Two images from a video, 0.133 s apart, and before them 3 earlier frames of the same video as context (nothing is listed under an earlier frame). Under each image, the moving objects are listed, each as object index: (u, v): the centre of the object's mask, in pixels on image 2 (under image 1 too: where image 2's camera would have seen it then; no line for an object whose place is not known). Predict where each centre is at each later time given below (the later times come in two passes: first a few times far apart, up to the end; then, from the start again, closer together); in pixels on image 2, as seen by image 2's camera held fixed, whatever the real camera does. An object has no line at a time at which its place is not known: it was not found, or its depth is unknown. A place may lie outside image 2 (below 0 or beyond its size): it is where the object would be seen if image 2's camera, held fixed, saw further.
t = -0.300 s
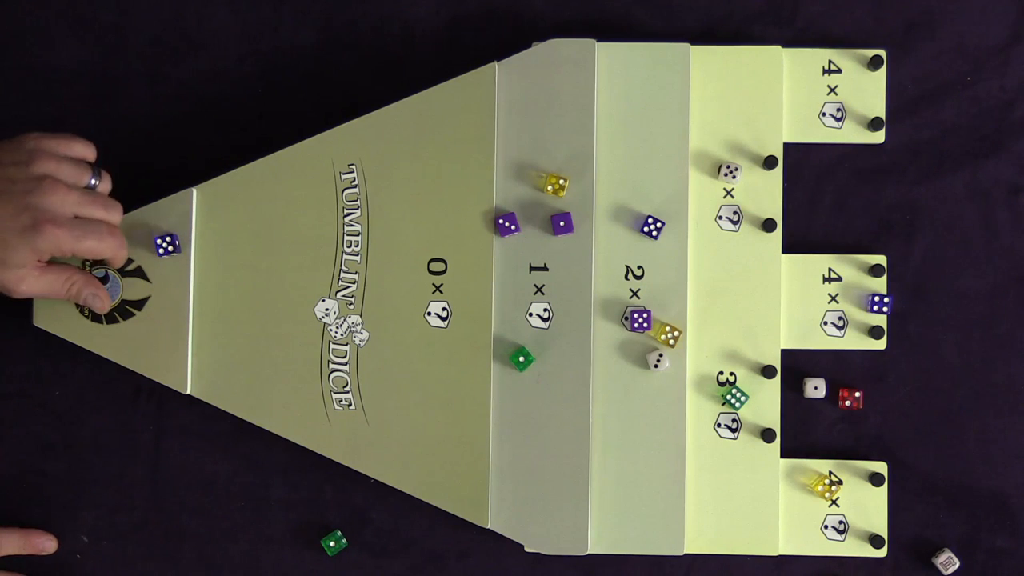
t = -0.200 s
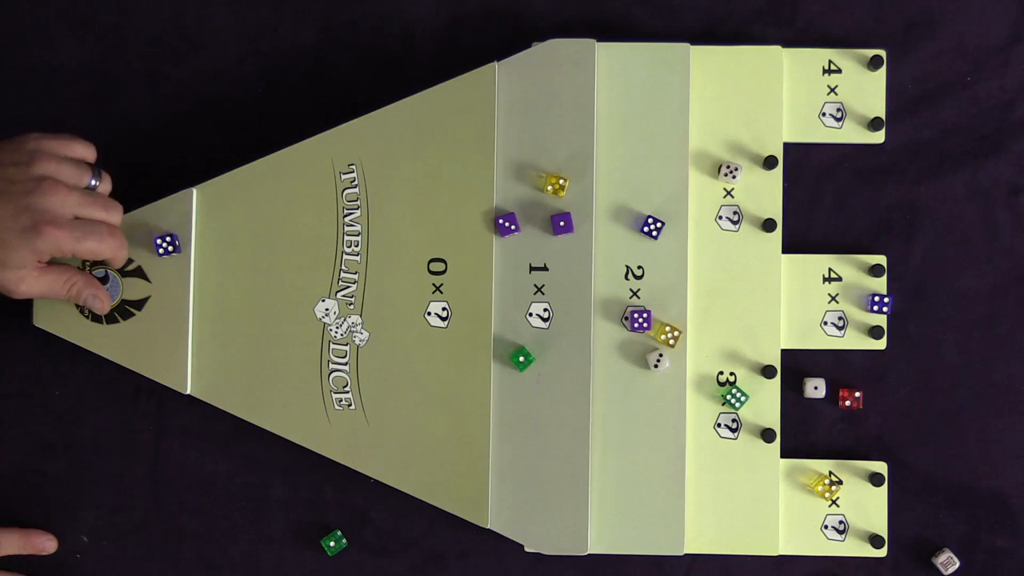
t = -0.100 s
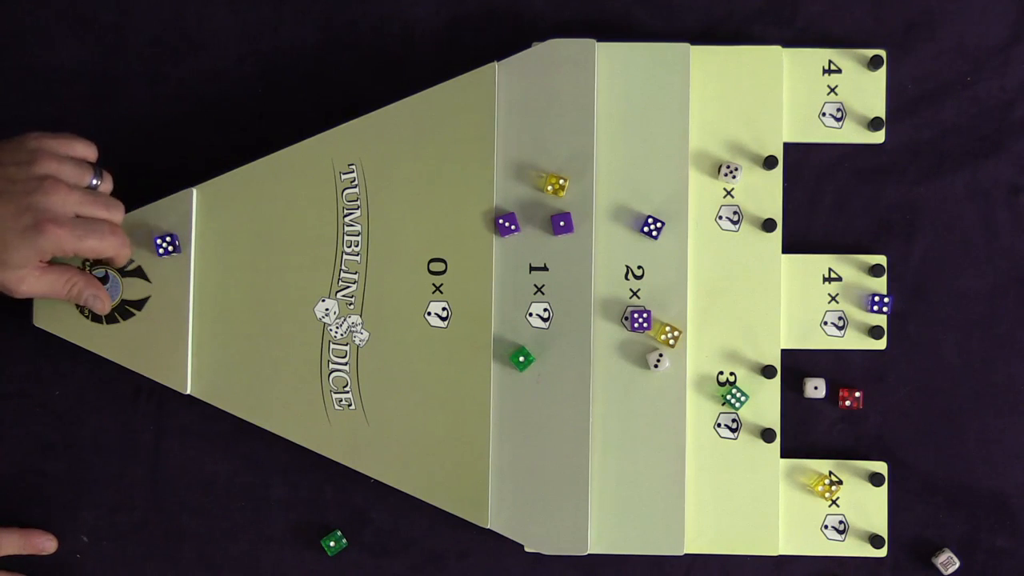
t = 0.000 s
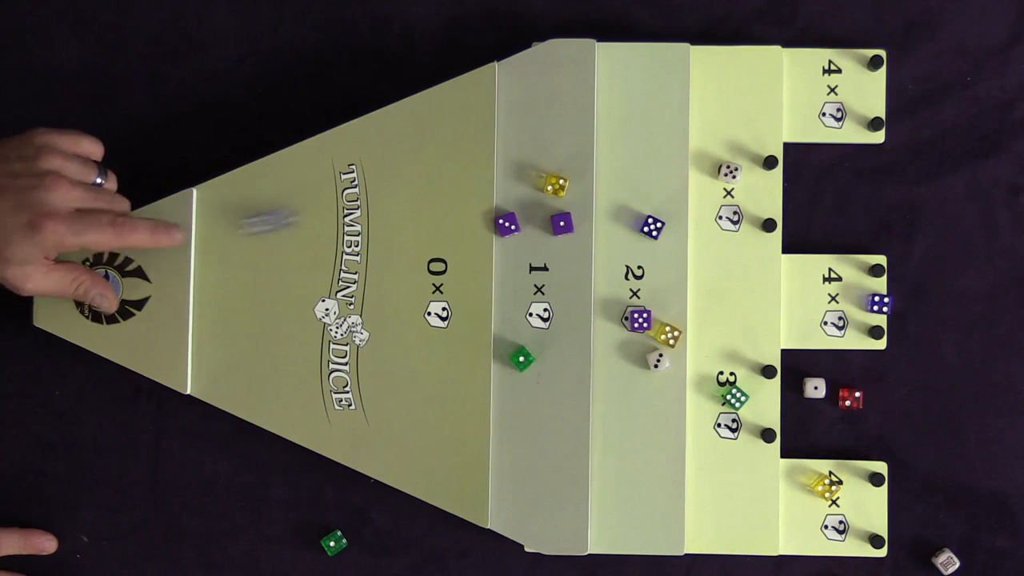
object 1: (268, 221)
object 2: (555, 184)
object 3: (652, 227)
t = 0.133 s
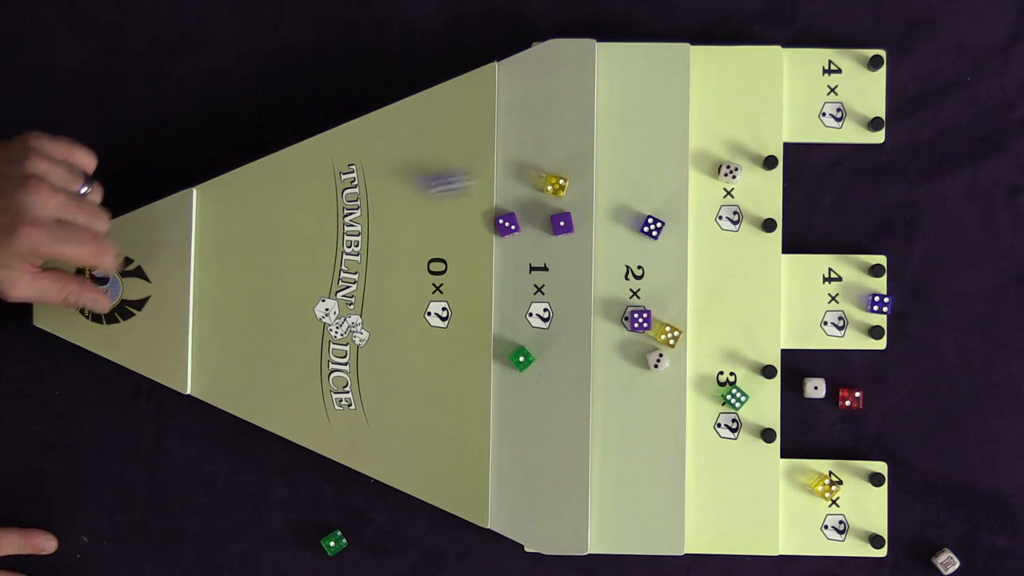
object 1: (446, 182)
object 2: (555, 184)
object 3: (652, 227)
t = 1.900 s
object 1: (717, 79)
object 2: (634, 229)
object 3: (674, 235)
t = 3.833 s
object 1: (717, 79)
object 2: (634, 229)
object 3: (674, 235)
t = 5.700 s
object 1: (717, 79)
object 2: (634, 229)
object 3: (674, 235)
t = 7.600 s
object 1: (717, 79)
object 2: (634, 229)
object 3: (674, 235)
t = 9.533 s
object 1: (717, 79)
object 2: (634, 229)
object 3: (674, 235)
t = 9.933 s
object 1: (717, 79)
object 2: (634, 229)
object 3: (674, 235)
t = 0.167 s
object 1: (489, 175)
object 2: (555, 184)
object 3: (652, 227)
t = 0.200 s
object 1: (523, 170)
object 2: (555, 184)
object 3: (652, 227)
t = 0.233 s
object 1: (551, 160)
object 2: (562, 187)
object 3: (652, 227)
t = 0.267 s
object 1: (567, 146)
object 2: (579, 193)
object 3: (652, 227)
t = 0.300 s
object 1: (581, 133)
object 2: (597, 199)
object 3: (652, 227)
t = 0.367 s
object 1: (609, 112)
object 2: (617, 208)
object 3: (652, 227)
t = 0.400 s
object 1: (624, 101)
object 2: (622, 209)
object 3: (655, 229)
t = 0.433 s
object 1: (638, 91)
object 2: (636, 216)
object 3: (659, 232)
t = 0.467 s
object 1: (648, 83)
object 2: (636, 220)
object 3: (668, 234)
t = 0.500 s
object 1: (660, 74)
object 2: (634, 222)
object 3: (671, 235)
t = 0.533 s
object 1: (672, 68)
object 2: (634, 226)
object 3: (673, 235)
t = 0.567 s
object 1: (680, 63)
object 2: (632, 228)
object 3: (674, 235)
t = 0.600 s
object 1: (687, 59)
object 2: (633, 229)
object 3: (674, 235)
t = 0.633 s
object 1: (692, 58)
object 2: (634, 229)
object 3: (674, 235)
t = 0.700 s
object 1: (701, 59)
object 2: (634, 229)
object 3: (674, 235)
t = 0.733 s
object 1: (706, 61)
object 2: (634, 229)
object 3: (674, 235)
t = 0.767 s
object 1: (712, 62)
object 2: (634, 229)
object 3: (674, 235)
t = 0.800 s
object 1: (717, 66)
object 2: (634, 229)
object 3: (674, 235)
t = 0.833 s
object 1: (719, 69)
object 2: (634, 229)
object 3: (674, 235)
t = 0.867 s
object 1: (719, 71)
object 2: (634, 229)
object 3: (674, 235)
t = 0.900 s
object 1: (718, 73)
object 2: (634, 229)
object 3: (674, 235)
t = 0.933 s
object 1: (717, 75)
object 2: (634, 229)
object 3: (674, 235)
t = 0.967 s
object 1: (717, 77)
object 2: (634, 229)
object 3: (674, 235)
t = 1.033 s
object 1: (717, 79)
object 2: (634, 229)
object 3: (674, 235)
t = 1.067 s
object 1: (717, 79)
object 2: (634, 229)
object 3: (674, 235)
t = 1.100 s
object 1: (717, 79)
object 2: (634, 229)
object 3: (674, 235)
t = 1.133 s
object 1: (717, 79)
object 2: (634, 229)
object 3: (674, 235)
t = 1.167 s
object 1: (717, 79)
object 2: (634, 229)
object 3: (674, 235)
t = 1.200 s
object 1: (717, 79)
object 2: (634, 229)
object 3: (674, 235)
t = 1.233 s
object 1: (717, 79)
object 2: (634, 229)
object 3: (674, 235)
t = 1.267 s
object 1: (717, 79)
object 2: (634, 229)
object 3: (674, 235)
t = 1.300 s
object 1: (717, 79)
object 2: (634, 229)
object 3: (674, 235)
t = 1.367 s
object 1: (717, 79)
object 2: (634, 229)
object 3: (674, 235)
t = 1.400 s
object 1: (717, 79)
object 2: (634, 229)
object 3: (674, 235)
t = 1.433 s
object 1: (717, 79)
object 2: (634, 229)
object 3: (674, 235)
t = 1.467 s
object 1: (717, 79)
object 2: (634, 229)
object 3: (674, 235)
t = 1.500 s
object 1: (717, 79)
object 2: (634, 229)
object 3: (674, 235)
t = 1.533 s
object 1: (717, 79)
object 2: (634, 229)
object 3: (674, 235)
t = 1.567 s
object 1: (717, 79)
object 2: (634, 229)
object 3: (674, 235)
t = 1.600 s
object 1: (717, 79)
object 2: (634, 229)
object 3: (674, 235)
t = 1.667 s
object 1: (717, 79)
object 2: (634, 229)
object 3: (674, 235)
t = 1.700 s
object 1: (717, 79)
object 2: (634, 229)
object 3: (674, 235)
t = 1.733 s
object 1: (717, 79)
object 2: (634, 229)
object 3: (674, 235)
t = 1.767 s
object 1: (717, 79)
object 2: (634, 229)
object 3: (674, 235)
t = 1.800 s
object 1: (717, 79)
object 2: (634, 229)
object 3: (674, 235)
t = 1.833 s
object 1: (717, 79)
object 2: (634, 229)
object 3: (674, 235)
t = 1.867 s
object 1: (717, 79)
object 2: (634, 229)
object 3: (674, 235)
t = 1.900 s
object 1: (717, 79)
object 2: (634, 229)
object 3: (674, 235)
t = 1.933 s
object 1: (717, 79)
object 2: (634, 229)
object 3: (675, 235)
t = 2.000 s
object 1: (717, 79)
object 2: (634, 229)
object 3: (674, 235)
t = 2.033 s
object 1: (717, 79)
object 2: (634, 229)
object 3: (674, 235)
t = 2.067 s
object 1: (717, 79)
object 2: (634, 229)
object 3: (674, 235)
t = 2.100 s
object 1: (717, 79)
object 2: (634, 229)
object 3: (674, 235)
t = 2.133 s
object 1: (717, 79)
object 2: (634, 229)
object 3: (674, 235)
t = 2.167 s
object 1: (717, 79)
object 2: (634, 229)
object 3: (674, 235)
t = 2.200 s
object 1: (717, 79)
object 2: (634, 229)
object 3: (674, 235)
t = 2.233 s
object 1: (717, 79)
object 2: (634, 229)
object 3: (674, 235)
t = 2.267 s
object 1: (717, 79)
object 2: (634, 229)
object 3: (674, 235)
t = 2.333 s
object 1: (717, 79)
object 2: (634, 229)
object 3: (674, 235)
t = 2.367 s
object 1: (717, 79)
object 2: (634, 229)
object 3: (674, 235)
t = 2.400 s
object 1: (717, 79)
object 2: (634, 229)
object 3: (674, 235)
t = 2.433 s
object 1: (717, 79)
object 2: (634, 229)
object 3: (674, 235)
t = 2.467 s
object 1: (717, 79)
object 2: (634, 229)
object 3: (674, 235)
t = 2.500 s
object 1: (717, 79)
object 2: (634, 229)
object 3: (674, 235)
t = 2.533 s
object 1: (717, 79)
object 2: (634, 229)
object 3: (674, 235)
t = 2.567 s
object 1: (717, 79)
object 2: (634, 229)
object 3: (674, 235)
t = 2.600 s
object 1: (717, 79)
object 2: (634, 229)
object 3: (674, 235)
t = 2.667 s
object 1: (717, 79)
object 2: (634, 229)
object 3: (674, 235)
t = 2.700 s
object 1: (717, 79)
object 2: (634, 229)
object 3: (674, 235)
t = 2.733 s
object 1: (717, 79)
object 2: (634, 229)
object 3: (674, 235)
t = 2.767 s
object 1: (717, 79)
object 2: (634, 229)
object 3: (674, 235)
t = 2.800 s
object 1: (717, 79)
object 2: (634, 229)
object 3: (674, 235)
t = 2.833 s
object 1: (717, 79)
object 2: (634, 229)
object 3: (674, 235)
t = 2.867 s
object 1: (717, 79)
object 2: (634, 229)
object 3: (674, 235)
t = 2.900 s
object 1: (717, 79)
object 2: (634, 229)
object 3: (674, 235)
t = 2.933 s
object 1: (717, 79)
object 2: (634, 229)
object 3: (674, 235)
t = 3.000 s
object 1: (717, 79)
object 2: (634, 229)
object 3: (674, 235)
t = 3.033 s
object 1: (717, 79)
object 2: (634, 229)
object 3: (674, 235)
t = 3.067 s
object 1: (717, 79)
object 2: (634, 229)
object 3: (674, 235)
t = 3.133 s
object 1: (717, 79)
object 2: (634, 229)
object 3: (674, 235)
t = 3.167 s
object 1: (717, 79)
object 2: (634, 229)
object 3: (674, 235)
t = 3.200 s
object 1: (717, 79)
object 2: (634, 229)
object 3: (674, 235)
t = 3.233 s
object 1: (717, 79)
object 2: (634, 229)
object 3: (674, 235)
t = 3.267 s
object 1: (717, 79)
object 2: (634, 229)
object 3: (674, 235)
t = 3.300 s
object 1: (717, 79)
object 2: (634, 229)
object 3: (674, 235)
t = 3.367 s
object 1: (717, 79)
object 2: (634, 229)
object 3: (674, 235)
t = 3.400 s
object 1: (717, 79)
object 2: (634, 229)
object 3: (674, 235)
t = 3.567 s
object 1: (717, 79)
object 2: (634, 229)
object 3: (674, 235)
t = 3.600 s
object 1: (717, 79)
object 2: (634, 229)
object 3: (674, 235)
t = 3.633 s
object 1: (717, 79)
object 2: (634, 229)
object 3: (674, 235)
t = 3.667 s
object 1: (717, 79)
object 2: (634, 229)
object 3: (674, 235)
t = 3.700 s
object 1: (717, 79)
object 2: (634, 229)
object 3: (675, 235)
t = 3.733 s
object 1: (717, 79)
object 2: (634, 229)
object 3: (674, 235)
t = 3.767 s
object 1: (717, 79)
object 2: (634, 229)
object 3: (674, 235)
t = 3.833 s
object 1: (717, 79)
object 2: (634, 229)
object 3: (674, 235)
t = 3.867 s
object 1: (717, 79)
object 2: (634, 229)
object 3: (674, 235)
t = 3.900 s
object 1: (717, 79)
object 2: (634, 229)
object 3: (674, 235)
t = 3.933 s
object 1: (717, 79)
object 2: (634, 229)
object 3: (674, 235)
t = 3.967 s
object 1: (717, 79)
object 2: (634, 229)
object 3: (674, 235)
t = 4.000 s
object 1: (717, 79)
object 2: (634, 229)
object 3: (674, 235)
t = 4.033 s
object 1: (717, 79)
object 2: (634, 229)
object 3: (674, 235)
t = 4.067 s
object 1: (717, 79)
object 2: (634, 229)
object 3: (674, 235)
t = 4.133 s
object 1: (717, 79)
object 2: (634, 229)
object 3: (674, 235)
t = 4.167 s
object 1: (717, 79)
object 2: (634, 229)
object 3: (674, 235)
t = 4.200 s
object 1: (717, 79)
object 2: (634, 229)
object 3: (674, 235)
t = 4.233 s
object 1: (717, 79)
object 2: (634, 229)
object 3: (674, 235)
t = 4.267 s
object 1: (717, 79)
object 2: (634, 229)
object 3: (674, 235)
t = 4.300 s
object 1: (717, 79)
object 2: (634, 229)
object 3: (674, 235)
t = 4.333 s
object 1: (717, 79)
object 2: (634, 229)
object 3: (674, 235)
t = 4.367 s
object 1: (717, 79)
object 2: (634, 229)
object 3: (674, 235)
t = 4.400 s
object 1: (717, 79)
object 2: (634, 229)
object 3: (674, 235)
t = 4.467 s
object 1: (717, 79)
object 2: (634, 229)
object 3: (674, 235)
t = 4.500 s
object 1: (717, 79)
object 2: (634, 229)
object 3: (674, 235)
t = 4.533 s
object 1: (717, 79)
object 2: (634, 229)
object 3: (674, 235)
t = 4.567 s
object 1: (717, 79)
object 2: (634, 229)
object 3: (674, 235)
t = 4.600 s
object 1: (717, 79)
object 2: (634, 229)
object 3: (674, 235)
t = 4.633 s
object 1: (717, 79)
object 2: (634, 229)
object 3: (674, 235)
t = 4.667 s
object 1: (717, 79)
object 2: (634, 229)
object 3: (674, 235)
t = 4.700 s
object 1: (717, 79)
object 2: (634, 229)
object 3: (674, 235)
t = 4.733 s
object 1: (717, 79)
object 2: (634, 229)
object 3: (674, 235)
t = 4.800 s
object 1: (717, 79)
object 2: (634, 229)
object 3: (674, 235)
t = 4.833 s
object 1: (717, 79)
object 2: (634, 229)
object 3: (674, 235)
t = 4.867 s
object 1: (717, 79)
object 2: (634, 229)
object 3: (674, 235)
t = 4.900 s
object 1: (717, 79)
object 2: (634, 229)
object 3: (674, 235)
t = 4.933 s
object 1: (717, 79)
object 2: (634, 229)
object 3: (674, 235)
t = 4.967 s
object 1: (717, 79)
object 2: (634, 229)
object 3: (674, 235)
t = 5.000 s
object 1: (717, 79)
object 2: (634, 229)
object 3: (674, 235)
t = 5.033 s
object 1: (717, 79)
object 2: (634, 229)
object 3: (674, 235)
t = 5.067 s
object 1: (717, 79)
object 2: (634, 229)
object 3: (674, 235)
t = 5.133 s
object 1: (717, 79)
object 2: (634, 229)
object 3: (674, 235)
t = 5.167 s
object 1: (717, 79)
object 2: (634, 229)
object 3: (674, 235)
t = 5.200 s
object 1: (717, 79)
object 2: (634, 229)
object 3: (674, 235)
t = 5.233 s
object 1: (717, 79)
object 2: (634, 229)
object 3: (674, 235)
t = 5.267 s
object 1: (717, 79)
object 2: (634, 229)
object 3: (674, 235)
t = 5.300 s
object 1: (717, 79)
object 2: (634, 229)
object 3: (674, 235)
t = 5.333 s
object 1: (717, 79)
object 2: (634, 229)
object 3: (674, 235)
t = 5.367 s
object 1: (717, 79)
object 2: (634, 229)
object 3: (674, 235)
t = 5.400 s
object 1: (717, 79)
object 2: (634, 229)
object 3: (674, 235)
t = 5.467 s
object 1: (717, 79)
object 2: (634, 229)
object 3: (674, 235)
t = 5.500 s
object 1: (717, 79)
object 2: (634, 229)
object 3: (674, 235)
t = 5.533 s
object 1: (717, 79)
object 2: (634, 229)
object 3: (674, 235)
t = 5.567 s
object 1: (717, 79)
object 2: (634, 229)
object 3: (674, 235)
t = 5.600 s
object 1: (717, 79)
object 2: (634, 229)
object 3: (674, 235)
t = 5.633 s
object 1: (717, 79)
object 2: (634, 229)
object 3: (674, 235)
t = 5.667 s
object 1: (717, 79)
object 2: (634, 229)
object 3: (674, 235)
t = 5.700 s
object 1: (717, 79)
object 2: (634, 229)
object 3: (674, 235)
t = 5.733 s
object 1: (717, 79)
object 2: (634, 229)
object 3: (674, 235)
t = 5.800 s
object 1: (717, 79)
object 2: (634, 229)
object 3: (674, 235)
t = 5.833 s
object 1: (717, 79)
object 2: (634, 229)
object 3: (674, 235)
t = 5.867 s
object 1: (717, 79)
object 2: (634, 229)
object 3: (674, 235)
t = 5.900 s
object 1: (717, 79)
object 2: (634, 229)
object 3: (674, 235)
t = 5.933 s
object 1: (717, 79)
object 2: (634, 229)
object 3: (674, 235)
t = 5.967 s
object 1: (717, 79)
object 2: (634, 229)
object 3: (674, 235)
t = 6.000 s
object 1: (717, 79)
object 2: (634, 229)
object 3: (674, 235)
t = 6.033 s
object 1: (717, 79)
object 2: (634, 229)
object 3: (674, 235)
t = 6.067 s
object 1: (717, 79)
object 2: (634, 229)
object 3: (674, 235)
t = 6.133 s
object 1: (717, 79)
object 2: (634, 229)
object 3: (674, 235)
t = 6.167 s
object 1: (717, 79)
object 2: (634, 229)
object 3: (674, 235)
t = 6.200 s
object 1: (717, 79)
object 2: (634, 229)
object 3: (674, 235)
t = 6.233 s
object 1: (717, 79)
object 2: (634, 229)
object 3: (674, 235)
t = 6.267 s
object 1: (717, 79)
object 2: (634, 229)
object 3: (674, 235)
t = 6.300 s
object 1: (717, 79)
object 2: (634, 229)
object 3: (674, 235)
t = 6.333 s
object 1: (717, 79)
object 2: (634, 229)
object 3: (674, 235)
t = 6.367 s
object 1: (717, 79)
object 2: (634, 229)
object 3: (674, 235)
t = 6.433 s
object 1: (717, 79)
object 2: (634, 229)
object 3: (674, 235)
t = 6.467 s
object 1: (717, 79)
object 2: (634, 229)
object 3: (674, 235)
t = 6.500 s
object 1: (717, 79)
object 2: (634, 229)
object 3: (674, 235)
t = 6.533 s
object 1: (717, 79)
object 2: (634, 229)
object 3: (674, 235)
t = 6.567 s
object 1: (717, 79)
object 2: (634, 229)
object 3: (674, 235)
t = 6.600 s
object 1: (717, 79)
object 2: (634, 229)
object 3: (674, 235)
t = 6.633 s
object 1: (717, 79)
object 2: (634, 229)
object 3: (674, 235)
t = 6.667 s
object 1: (717, 79)
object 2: (634, 229)
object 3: (674, 235)
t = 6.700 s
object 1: (717, 79)
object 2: (634, 229)
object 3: (674, 235)
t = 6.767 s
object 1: (717, 79)
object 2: (634, 229)
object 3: (674, 235)
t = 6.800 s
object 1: (717, 79)
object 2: (634, 229)
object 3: (674, 235)
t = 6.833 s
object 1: (717, 79)
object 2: (634, 229)
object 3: (674, 235)
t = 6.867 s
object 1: (717, 79)
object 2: (634, 229)
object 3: (674, 235)
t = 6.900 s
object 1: (717, 79)
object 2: (634, 229)
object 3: (674, 235)
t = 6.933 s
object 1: (717, 79)
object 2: (634, 229)
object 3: (674, 235)
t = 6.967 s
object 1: (717, 79)
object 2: (634, 229)
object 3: (674, 235)
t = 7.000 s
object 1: (717, 79)
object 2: (634, 229)
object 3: (674, 235)
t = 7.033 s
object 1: (717, 79)
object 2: (634, 229)
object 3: (674, 235)
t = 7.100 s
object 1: (717, 79)
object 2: (634, 229)
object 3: (674, 235)
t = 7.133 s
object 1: (717, 79)
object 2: (634, 229)
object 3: (674, 235)
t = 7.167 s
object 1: (717, 79)
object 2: (634, 229)
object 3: (674, 235)
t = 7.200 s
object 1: (717, 79)
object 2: (634, 229)
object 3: (674, 235)
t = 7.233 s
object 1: (717, 79)
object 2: (634, 229)
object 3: (674, 235)
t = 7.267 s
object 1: (717, 79)
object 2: (634, 229)
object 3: (674, 235)
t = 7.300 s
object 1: (717, 79)
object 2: (634, 229)
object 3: (674, 235)
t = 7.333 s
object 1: (717, 79)
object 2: (634, 229)
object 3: (674, 235)
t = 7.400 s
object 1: (717, 79)
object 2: (634, 229)
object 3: (674, 235)
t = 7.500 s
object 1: (717, 79)
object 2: (634, 229)
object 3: (674, 235)
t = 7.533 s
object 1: (717, 79)
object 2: (634, 229)
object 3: (674, 235)
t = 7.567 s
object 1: (717, 79)
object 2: (634, 229)
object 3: (674, 235)
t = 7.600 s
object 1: (717, 79)
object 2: (634, 229)
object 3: (674, 235)
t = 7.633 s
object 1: (717, 79)
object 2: (634, 229)
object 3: (674, 235)
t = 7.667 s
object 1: (717, 79)
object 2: (634, 229)
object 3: (674, 235)
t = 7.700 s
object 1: (717, 79)
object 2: (634, 229)
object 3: (674, 235)
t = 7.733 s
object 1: (717, 79)
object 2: (634, 229)
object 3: (674, 235)
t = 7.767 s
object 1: (717, 79)
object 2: (634, 229)
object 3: (674, 235)
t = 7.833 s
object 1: (717, 79)
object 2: (634, 229)
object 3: (674, 235)
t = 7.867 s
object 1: (717, 79)
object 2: (634, 229)
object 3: (674, 235)
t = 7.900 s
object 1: (717, 79)
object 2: (634, 229)
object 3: (674, 235)
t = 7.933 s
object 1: (717, 79)
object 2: (634, 229)
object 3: (674, 235)
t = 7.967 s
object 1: (717, 79)
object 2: (634, 229)
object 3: (674, 235)
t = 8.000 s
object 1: (717, 79)
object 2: (634, 229)
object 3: (674, 235)
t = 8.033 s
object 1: (717, 79)
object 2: (634, 229)
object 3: (674, 235)
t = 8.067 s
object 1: (717, 79)
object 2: (634, 229)
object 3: (674, 235)
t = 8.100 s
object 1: (717, 79)
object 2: (634, 229)
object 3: (674, 235)
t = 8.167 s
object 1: (717, 79)
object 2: (634, 229)
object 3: (674, 235)
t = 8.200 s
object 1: (717, 79)
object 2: (634, 229)
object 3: (674, 235)
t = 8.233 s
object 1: (717, 79)
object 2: (634, 229)
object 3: (674, 235)
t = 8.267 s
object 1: (717, 79)
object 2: (634, 229)
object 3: (674, 235)
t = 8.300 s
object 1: (717, 79)
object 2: (634, 229)
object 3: (674, 235)
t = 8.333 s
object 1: (717, 79)
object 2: (634, 229)
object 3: (674, 235)
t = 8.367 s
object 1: (717, 79)
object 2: (634, 229)
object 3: (674, 235)
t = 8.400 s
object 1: (717, 79)
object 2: (634, 229)
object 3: (674, 235)
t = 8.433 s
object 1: (717, 79)
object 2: (634, 229)
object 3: (674, 235)
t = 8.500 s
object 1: (717, 79)
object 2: (634, 229)
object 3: (674, 235)
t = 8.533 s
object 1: (717, 79)
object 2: (634, 229)
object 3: (674, 235)
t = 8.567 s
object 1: (717, 79)
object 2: (634, 229)
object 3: (674, 235)
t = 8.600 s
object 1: (717, 79)
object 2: (634, 229)
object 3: (674, 235)
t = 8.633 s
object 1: (717, 79)
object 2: (634, 229)
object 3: (674, 235)
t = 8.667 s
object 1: (717, 79)
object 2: (634, 229)
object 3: (674, 235)
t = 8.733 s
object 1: (717, 79)
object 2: (634, 229)
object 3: (674, 235)
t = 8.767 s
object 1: (717, 79)
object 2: (634, 229)
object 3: (674, 235)
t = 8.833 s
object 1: (717, 79)
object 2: (634, 229)
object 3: (674, 235)
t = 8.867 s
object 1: (717, 79)
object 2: (634, 229)
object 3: (674, 235)
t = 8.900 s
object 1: (717, 79)
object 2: (634, 229)
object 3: (674, 235)
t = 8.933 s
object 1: (717, 79)
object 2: (634, 229)
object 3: (674, 235)
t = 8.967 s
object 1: (717, 79)
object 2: (634, 229)
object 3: (674, 235)
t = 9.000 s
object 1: (717, 79)
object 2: (634, 229)
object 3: (674, 235)
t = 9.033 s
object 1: (717, 79)
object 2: (634, 229)
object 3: (674, 235)
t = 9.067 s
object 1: (717, 79)
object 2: (634, 229)
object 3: (674, 235)
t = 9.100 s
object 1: (717, 79)
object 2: (634, 229)
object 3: (674, 235)
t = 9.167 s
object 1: (717, 79)
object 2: (634, 229)
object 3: (674, 235)
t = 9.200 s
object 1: (717, 79)
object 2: (634, 229)
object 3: (674, 235)
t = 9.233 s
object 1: (717, 79)
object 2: (634, 229)
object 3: (674, 235)
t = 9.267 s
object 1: (717, 79)
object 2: (634, 229)
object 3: (674, 235)
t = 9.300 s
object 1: (717, 79)
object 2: (634, 229)
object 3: (674, 235)
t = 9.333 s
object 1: (717, 79)
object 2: (634, 229)
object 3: (674, 235)
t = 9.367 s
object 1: (717, 79)
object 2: (634, 229)
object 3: (674, 235)
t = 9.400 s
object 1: (717, 79)
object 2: (634, 229)
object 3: (674, 235)
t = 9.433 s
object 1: (717, 79)
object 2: (634, 229)
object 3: (674, 235)
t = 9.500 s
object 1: (717, 79)
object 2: (634, 229)
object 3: (674, 235)
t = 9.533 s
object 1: (717, 79)
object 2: (634, 229)
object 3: (674, 235)
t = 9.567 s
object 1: (717, 79)
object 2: (634, 229)
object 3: (674, 235)
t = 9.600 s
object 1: (717, 79)
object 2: (634, 229)
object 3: (674, 235)
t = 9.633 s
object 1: (717, 79)
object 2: (634, 229)
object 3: (674, 235)
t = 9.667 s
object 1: (717, 79)
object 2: (634, 229)
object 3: (674, 235)
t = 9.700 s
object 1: (717, 79)
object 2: (634, 229)
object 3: (674, 235)
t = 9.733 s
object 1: (717, 79)
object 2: (634, 229)
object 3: (674, 235)
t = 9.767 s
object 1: (717, 79)
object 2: (634, 229)
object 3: (674, 235)
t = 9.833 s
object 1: (717, 79)
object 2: (634, 229)
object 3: (674, 235)
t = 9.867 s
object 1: (717, 79)
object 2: (634, 229)
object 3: (674, 235)
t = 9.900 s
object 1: (717, 79)
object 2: (634, 229)
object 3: (674, 235)
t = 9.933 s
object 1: (717, 79)
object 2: (634, 229)
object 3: (674, 235)
